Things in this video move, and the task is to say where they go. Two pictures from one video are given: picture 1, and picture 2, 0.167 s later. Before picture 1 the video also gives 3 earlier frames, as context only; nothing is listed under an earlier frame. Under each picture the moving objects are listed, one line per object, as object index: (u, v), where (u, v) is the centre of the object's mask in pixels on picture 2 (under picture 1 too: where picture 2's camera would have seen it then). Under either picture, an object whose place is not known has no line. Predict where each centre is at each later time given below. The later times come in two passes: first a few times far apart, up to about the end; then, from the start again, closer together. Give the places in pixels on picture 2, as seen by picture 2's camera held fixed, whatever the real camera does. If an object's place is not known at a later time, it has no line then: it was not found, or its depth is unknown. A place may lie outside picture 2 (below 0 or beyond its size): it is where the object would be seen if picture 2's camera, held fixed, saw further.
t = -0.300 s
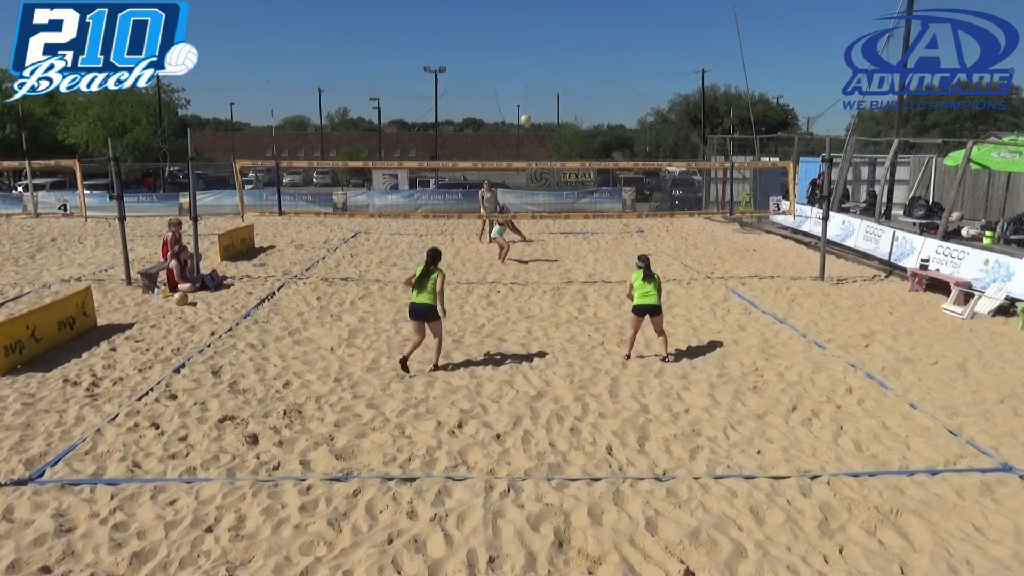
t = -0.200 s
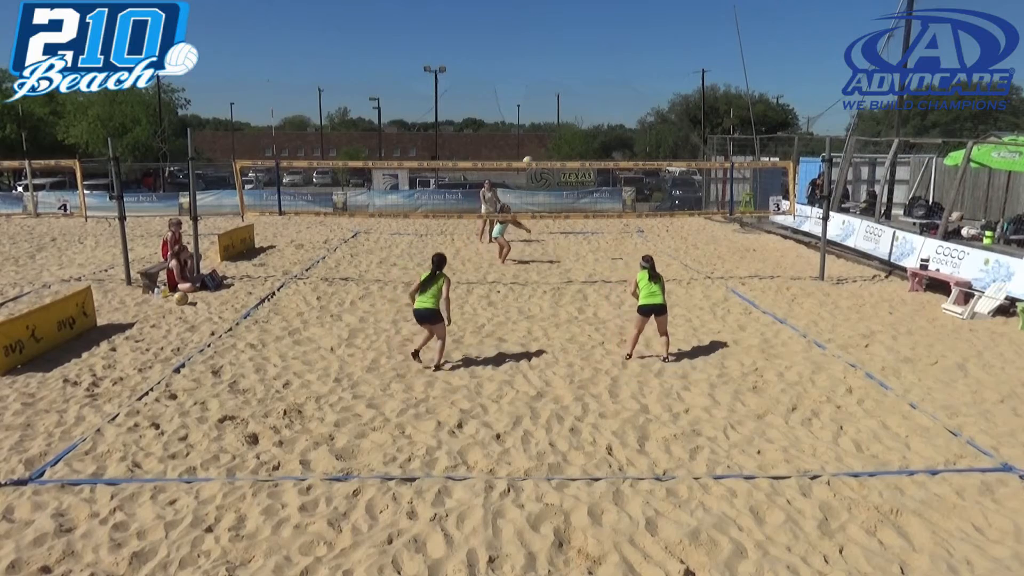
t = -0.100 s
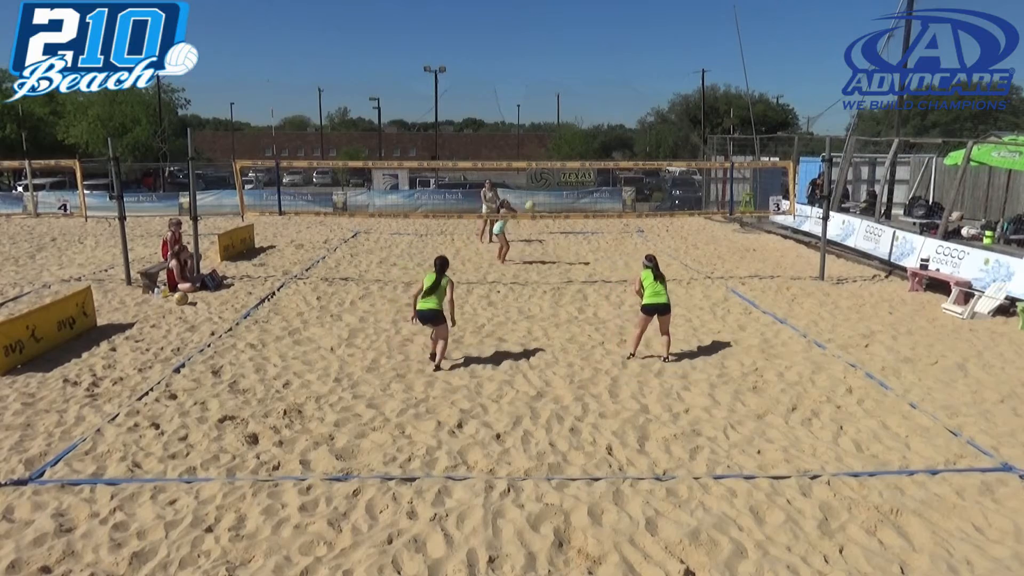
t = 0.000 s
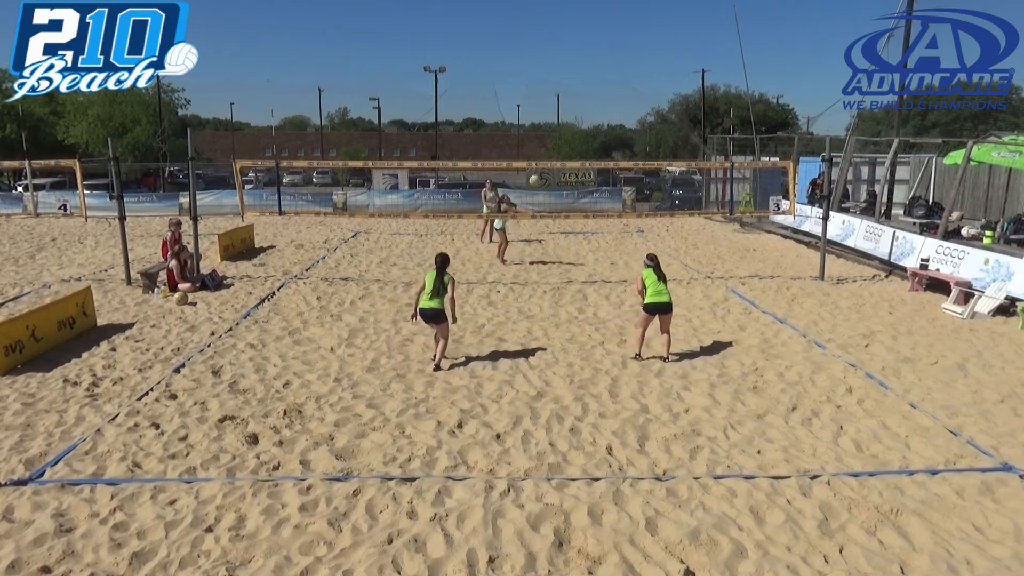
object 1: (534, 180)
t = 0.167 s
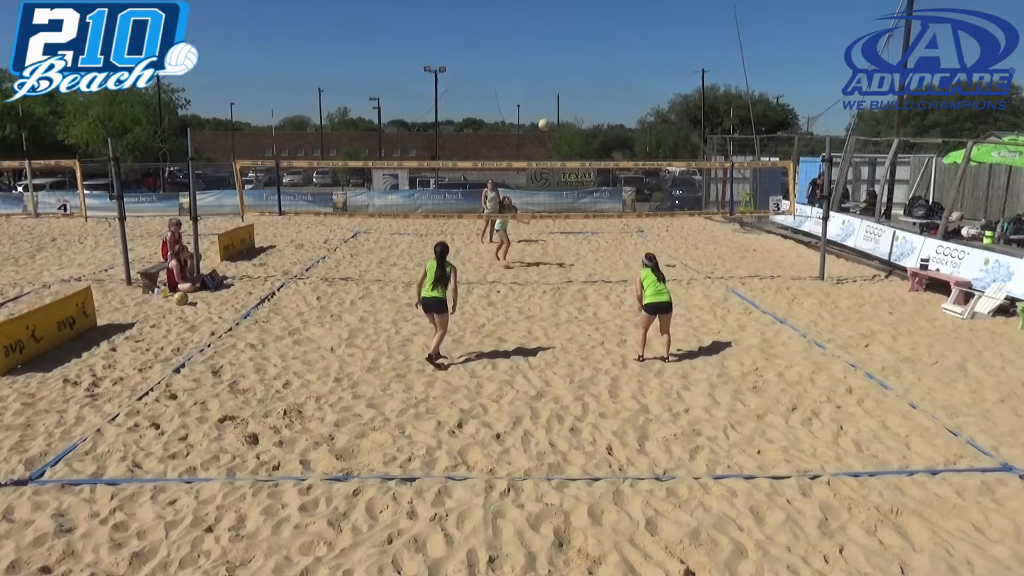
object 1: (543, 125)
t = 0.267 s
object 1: (550, 95)
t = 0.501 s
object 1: (568, 41)
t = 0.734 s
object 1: (588, 13)
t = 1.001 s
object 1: (615, 22)
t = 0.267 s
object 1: (550, 95)
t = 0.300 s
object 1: (552, 86)
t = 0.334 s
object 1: (554, 77)
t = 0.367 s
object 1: (557, 69)
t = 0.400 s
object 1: (559, 61)
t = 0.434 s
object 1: (562, 54)
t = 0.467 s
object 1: (565, 47)
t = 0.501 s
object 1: (568, 41)
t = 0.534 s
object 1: (570, 35)
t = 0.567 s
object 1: (573, 30)
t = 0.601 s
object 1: (576, 25)
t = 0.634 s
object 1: (579, 21)
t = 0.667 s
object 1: (582, 18)
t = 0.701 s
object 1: (585, 15)
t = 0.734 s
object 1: (588, 13)
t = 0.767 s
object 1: (591, 11)
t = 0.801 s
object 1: (595, 11)
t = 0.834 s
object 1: (598, 10)
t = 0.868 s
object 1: (601, 11)
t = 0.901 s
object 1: (605, 13)
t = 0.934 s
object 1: (608, 15)
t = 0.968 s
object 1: (612, 18)
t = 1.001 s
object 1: (615, 22)
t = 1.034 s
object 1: (619, 27)
